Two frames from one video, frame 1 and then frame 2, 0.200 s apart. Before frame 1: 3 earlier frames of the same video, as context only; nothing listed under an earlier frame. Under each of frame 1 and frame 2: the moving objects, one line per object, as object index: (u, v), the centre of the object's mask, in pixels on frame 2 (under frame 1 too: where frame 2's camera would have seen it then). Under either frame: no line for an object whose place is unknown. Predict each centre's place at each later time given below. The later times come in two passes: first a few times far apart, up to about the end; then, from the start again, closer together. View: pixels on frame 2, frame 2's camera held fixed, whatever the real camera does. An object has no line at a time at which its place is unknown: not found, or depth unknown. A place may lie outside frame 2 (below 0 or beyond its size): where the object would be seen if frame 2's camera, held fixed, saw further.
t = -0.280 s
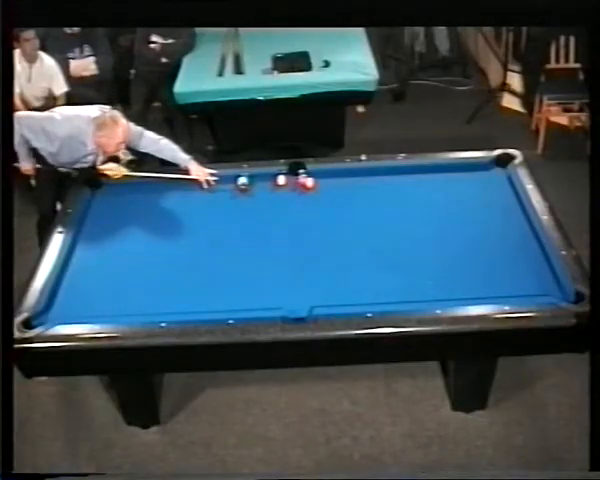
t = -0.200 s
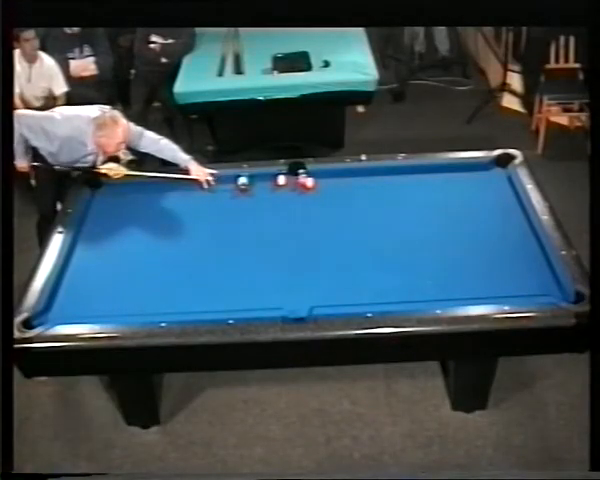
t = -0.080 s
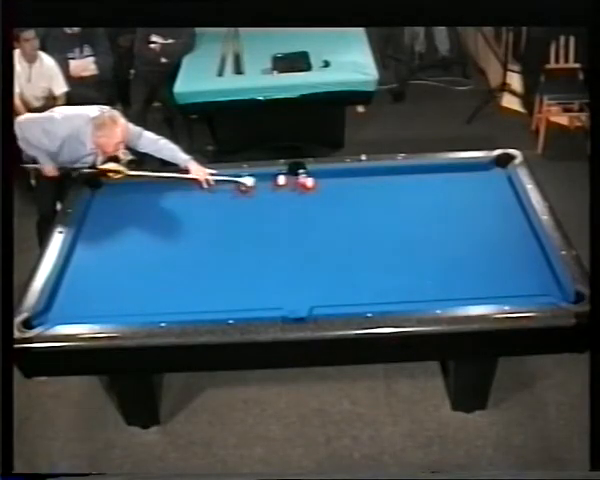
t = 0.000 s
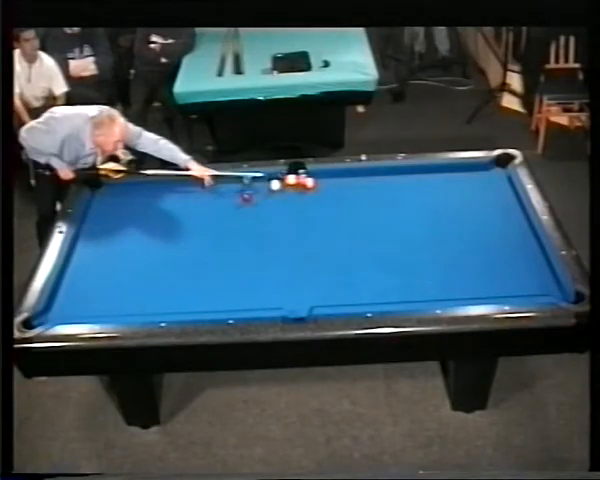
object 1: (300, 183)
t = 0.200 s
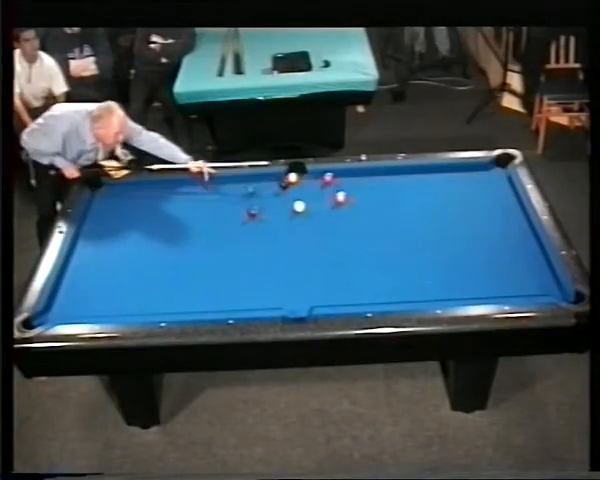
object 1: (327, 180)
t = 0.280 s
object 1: (336, 179)
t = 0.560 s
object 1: (368, 176)
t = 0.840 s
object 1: (397, 174)
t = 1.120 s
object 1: (426, 174)
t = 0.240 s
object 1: (331, 179)
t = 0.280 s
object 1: (336, 179)
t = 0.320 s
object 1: (340, 179)
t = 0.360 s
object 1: (345, 178)
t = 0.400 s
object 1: (350, 178)
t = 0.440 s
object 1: (354, 177)
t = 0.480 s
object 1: (359, 177)
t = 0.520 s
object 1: (362, 177)
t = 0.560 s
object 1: (368, 176)
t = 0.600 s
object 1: (372, 176)
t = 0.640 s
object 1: (376, 176)
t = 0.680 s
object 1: (380, 175)
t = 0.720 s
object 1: (384, 175)
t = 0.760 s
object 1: (389, 175)
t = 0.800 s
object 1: (393, 175)
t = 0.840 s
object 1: (397, 174)
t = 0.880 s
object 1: (401, 174)
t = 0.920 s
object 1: (406, 174)
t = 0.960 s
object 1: (409, 174)
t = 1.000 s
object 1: (413, 173)
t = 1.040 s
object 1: (418, 173)
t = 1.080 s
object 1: (422, 173)
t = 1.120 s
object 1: (426, 174)
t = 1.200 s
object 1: (433, 172)
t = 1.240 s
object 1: (437, 173)
